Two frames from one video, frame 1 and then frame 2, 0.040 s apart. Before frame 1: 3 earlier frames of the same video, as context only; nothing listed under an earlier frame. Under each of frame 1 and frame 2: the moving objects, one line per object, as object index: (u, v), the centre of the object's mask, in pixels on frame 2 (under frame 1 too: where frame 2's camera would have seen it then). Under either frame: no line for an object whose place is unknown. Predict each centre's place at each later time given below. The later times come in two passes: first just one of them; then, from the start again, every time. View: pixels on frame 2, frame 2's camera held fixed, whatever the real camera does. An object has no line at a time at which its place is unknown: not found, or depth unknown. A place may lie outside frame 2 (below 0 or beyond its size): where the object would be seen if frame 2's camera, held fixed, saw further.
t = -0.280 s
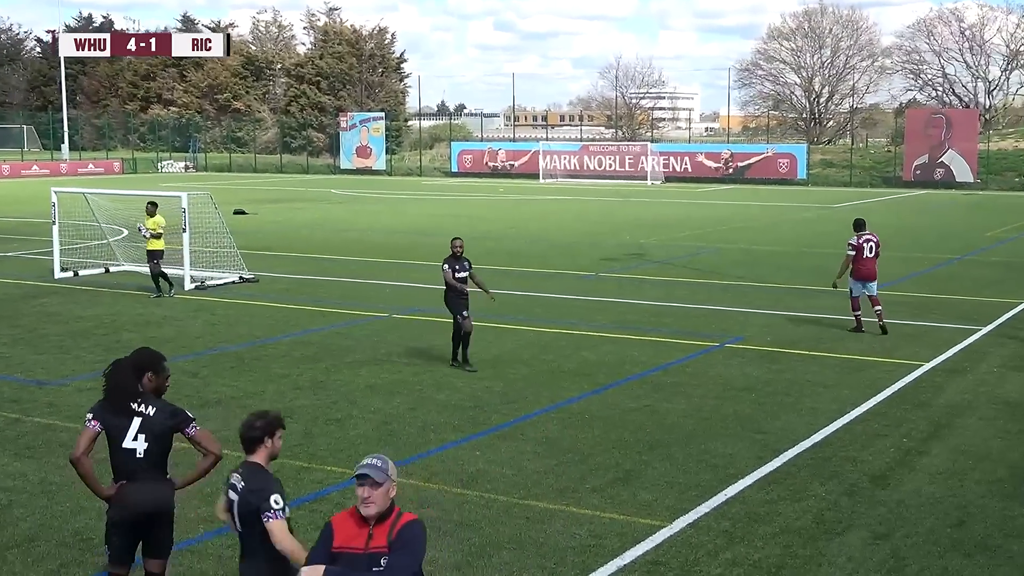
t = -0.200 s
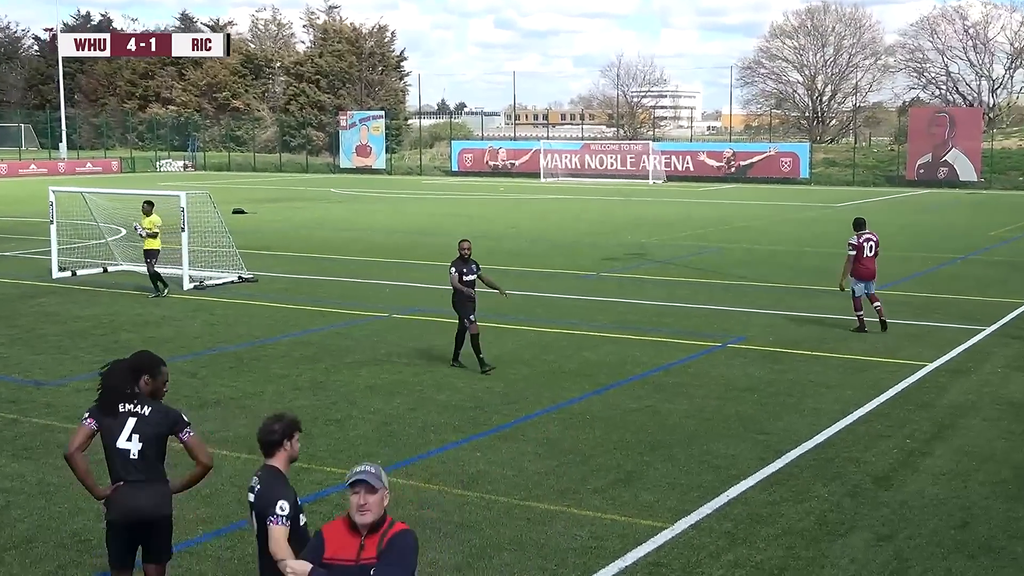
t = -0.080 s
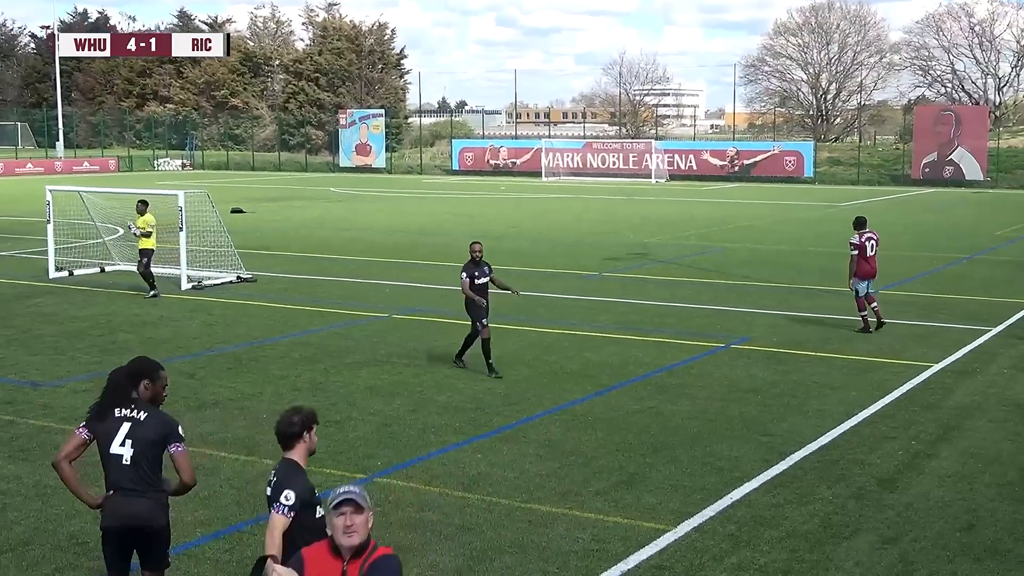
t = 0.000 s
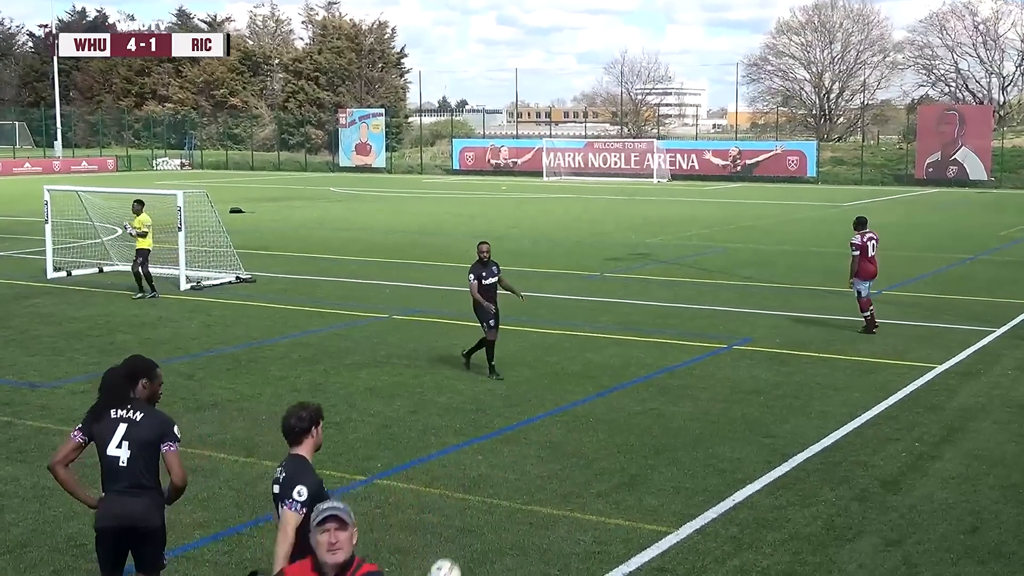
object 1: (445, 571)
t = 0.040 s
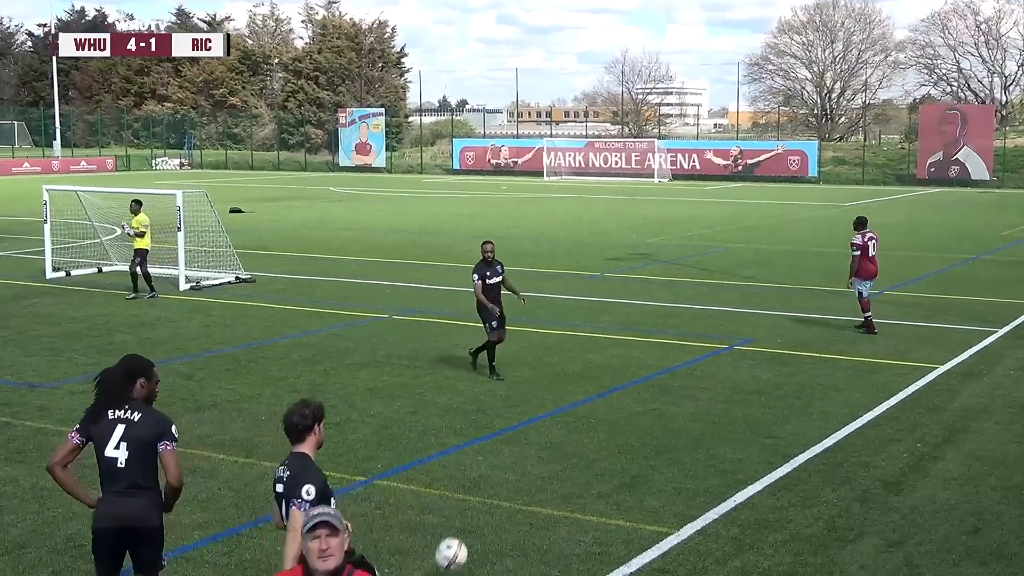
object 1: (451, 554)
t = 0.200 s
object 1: (470, 497)
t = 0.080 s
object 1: (457, 535)
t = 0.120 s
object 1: (462, 519)
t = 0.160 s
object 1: (466, 506)
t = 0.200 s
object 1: (470, 497)
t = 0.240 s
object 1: (473, 491)
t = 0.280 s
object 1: (476, 475)
